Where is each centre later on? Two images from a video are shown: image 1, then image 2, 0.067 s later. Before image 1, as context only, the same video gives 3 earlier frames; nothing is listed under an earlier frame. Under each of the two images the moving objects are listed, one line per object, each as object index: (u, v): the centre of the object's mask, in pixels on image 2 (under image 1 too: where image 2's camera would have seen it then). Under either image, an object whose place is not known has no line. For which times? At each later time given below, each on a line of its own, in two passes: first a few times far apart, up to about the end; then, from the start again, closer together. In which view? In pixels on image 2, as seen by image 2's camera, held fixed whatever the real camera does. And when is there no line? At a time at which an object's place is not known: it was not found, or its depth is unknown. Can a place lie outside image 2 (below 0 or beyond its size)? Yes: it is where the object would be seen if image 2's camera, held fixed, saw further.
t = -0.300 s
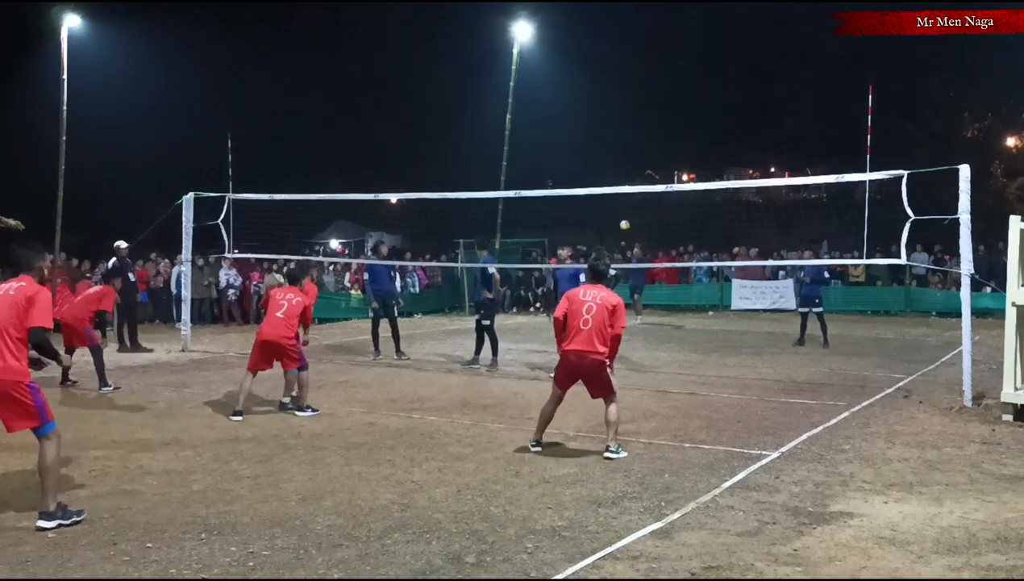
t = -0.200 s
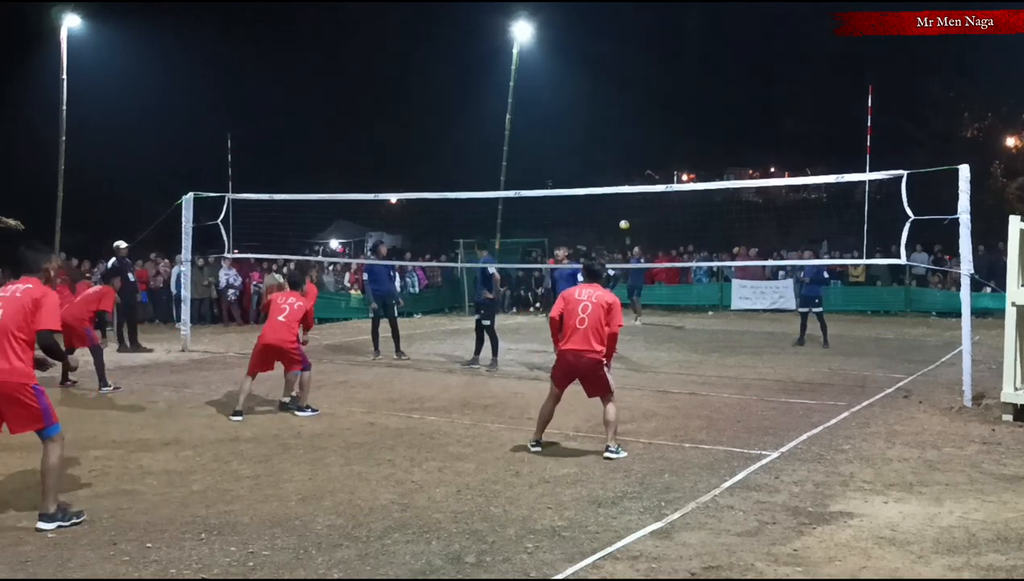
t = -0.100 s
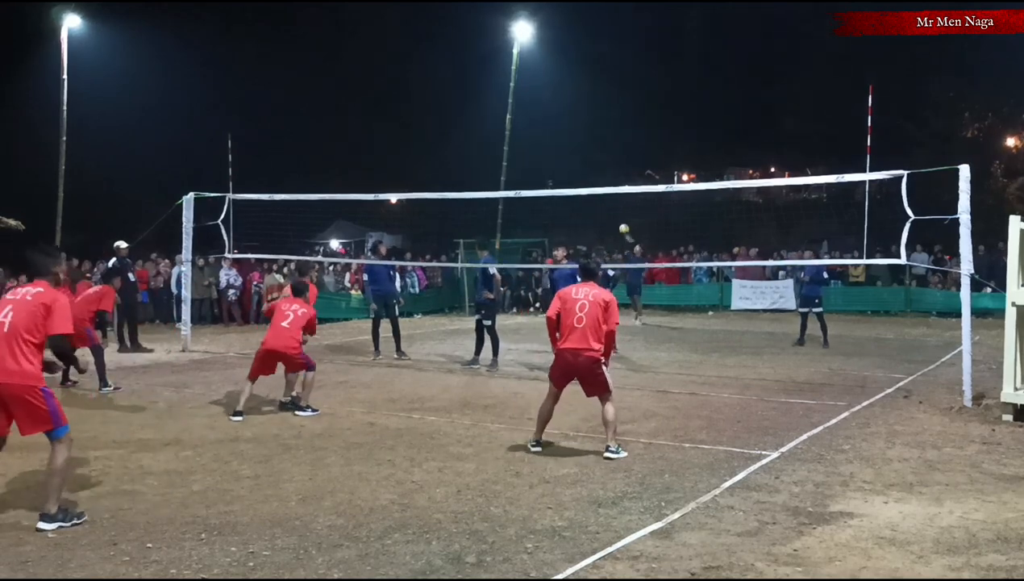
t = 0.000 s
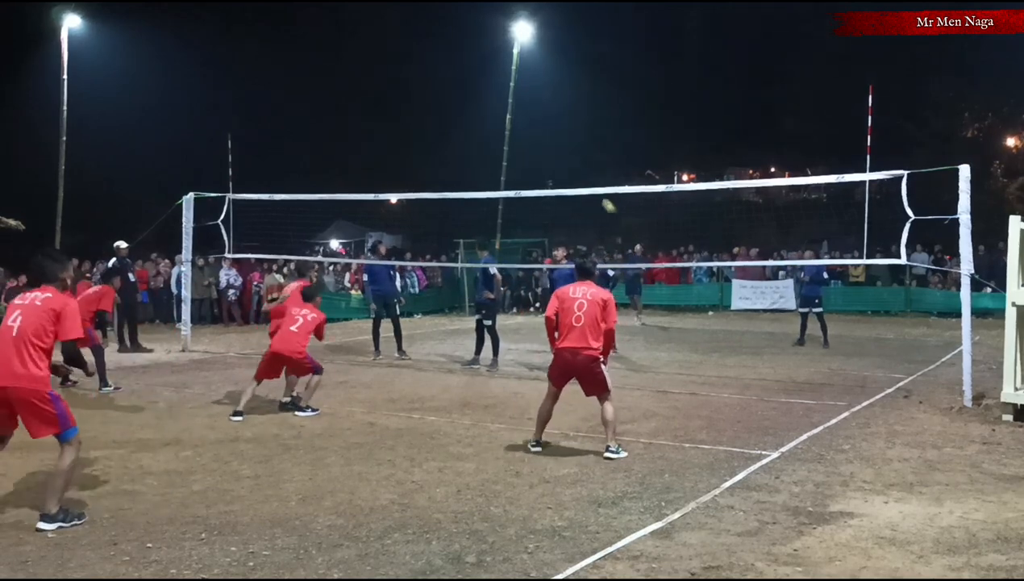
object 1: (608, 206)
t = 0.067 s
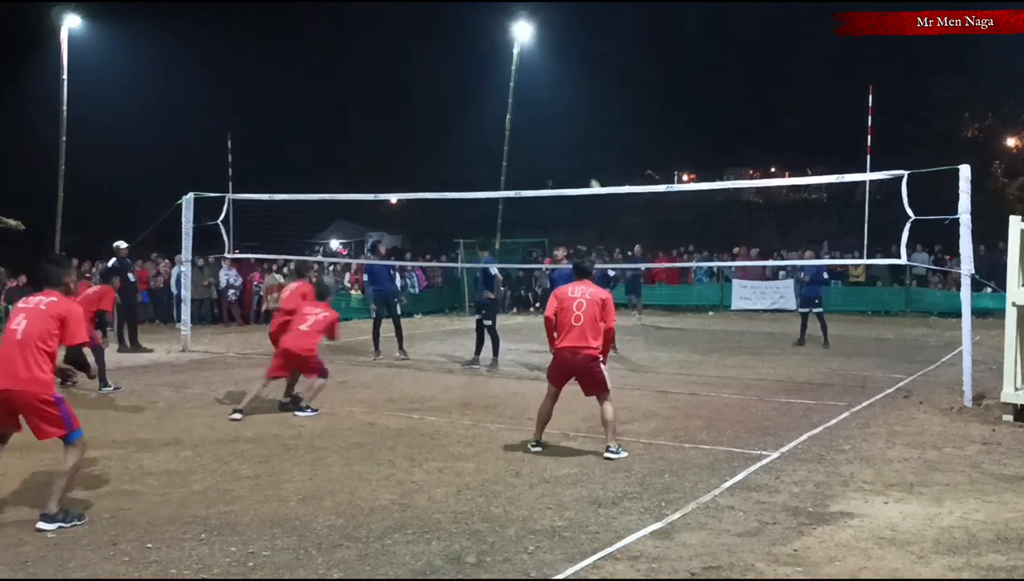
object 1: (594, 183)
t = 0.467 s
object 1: (492, 97)
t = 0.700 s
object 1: (402, 75)
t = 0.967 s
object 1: (263, 93)
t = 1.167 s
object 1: (125, 158)
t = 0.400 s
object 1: (513, 108)
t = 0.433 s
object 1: (501, 102)
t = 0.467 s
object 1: (492, 97)
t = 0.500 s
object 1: (481, 92)
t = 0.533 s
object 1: (469, 88)
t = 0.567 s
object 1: (457, 84)
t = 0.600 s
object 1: (444, 81)
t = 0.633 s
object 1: (431, 78)
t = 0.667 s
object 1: (417, 76)
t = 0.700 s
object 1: (402, 75)
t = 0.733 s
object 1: (387, 73)
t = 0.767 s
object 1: (372, 73)
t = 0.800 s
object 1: (356, 74)
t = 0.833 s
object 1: (338, 76)
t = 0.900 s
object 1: (302, 82)
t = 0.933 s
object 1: (283, 87)
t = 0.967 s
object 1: (263, 93)
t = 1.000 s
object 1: (243, 100)
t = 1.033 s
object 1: (220, 109)
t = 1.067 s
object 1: (198, 118)
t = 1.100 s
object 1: (175, 130)
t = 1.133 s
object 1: (150, 143)
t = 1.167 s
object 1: (125, 158)
